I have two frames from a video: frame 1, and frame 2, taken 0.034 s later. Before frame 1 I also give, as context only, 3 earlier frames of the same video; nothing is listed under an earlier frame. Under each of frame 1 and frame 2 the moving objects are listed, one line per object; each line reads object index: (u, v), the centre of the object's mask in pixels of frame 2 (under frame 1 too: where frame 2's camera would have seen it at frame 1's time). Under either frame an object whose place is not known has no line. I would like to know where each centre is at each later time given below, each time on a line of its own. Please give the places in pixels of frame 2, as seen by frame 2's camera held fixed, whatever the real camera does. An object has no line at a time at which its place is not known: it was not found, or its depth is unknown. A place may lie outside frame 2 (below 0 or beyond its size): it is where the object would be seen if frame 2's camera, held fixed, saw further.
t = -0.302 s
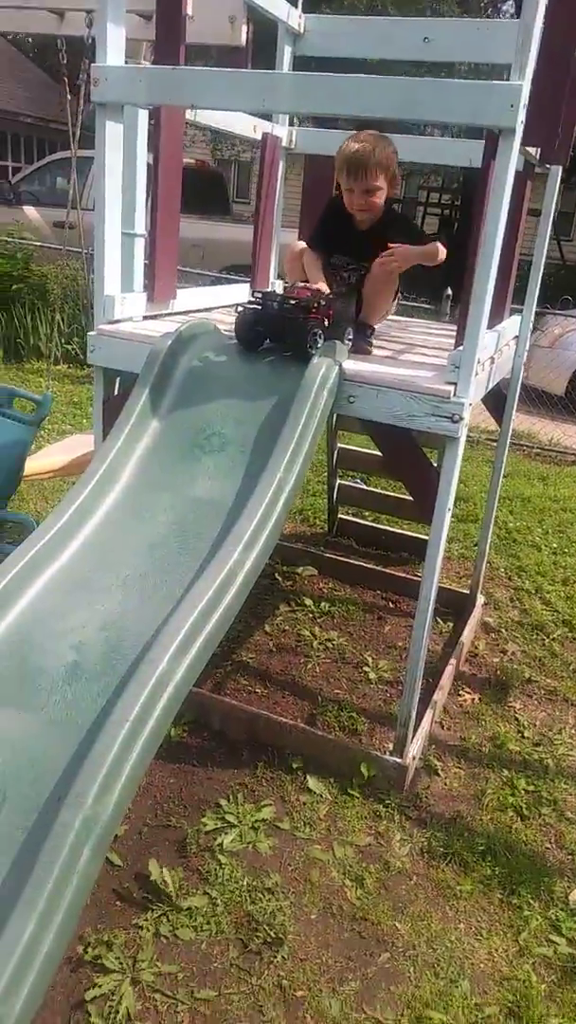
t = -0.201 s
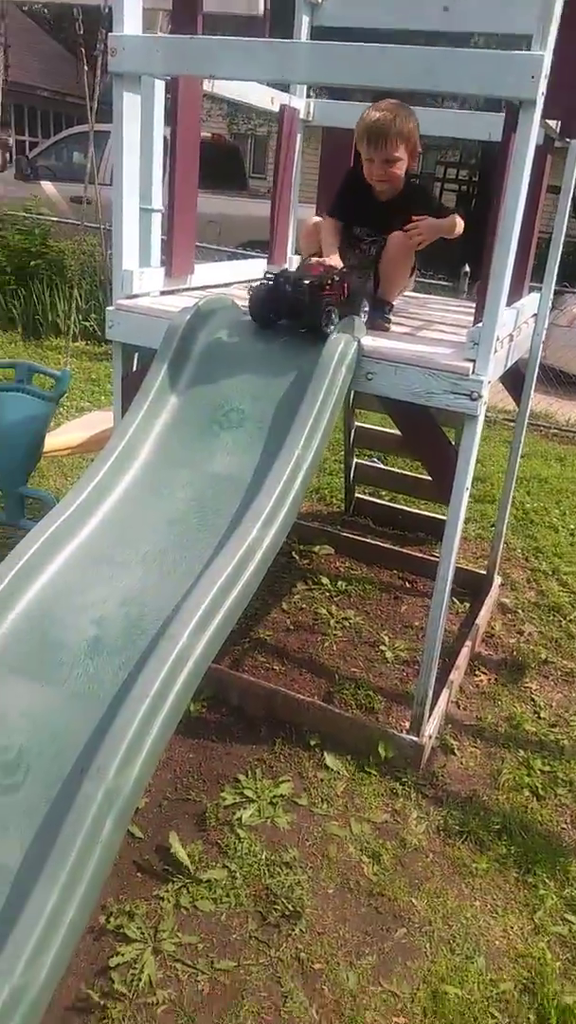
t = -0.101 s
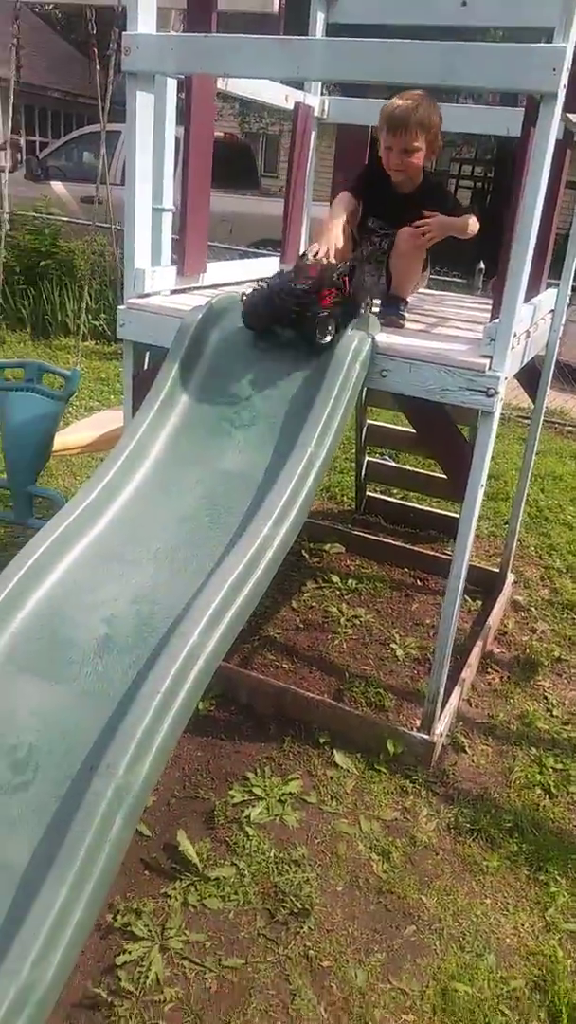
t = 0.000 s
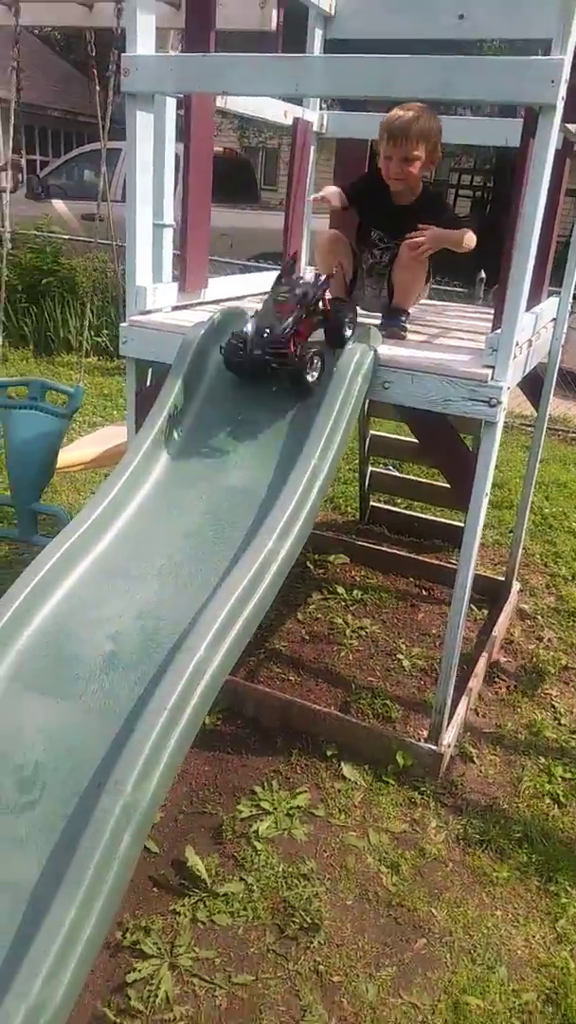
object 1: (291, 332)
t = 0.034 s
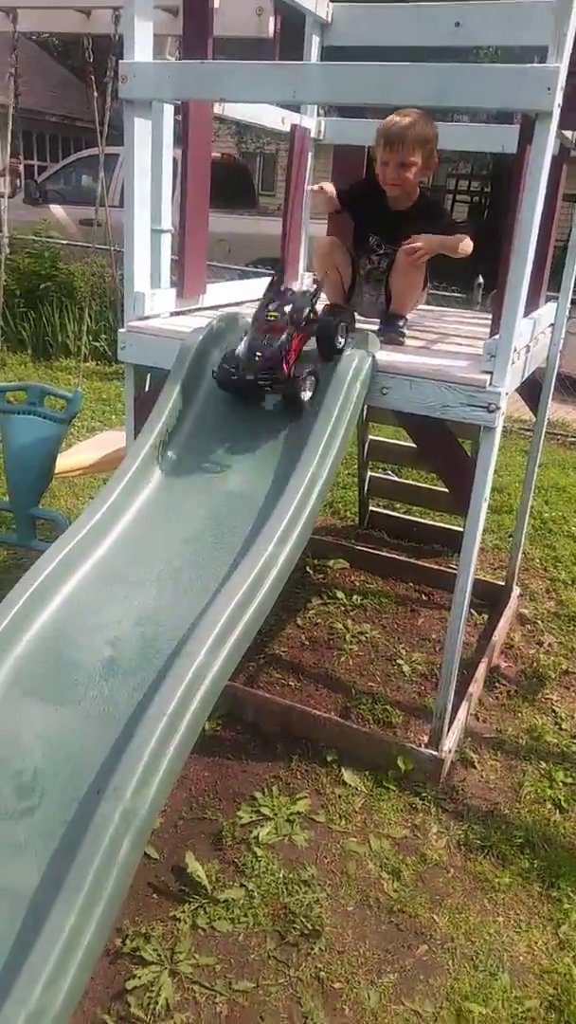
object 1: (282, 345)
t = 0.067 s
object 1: (275, 356)
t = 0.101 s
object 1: (267, 370)
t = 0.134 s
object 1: (258, 386)
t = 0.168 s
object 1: (246, 408)
